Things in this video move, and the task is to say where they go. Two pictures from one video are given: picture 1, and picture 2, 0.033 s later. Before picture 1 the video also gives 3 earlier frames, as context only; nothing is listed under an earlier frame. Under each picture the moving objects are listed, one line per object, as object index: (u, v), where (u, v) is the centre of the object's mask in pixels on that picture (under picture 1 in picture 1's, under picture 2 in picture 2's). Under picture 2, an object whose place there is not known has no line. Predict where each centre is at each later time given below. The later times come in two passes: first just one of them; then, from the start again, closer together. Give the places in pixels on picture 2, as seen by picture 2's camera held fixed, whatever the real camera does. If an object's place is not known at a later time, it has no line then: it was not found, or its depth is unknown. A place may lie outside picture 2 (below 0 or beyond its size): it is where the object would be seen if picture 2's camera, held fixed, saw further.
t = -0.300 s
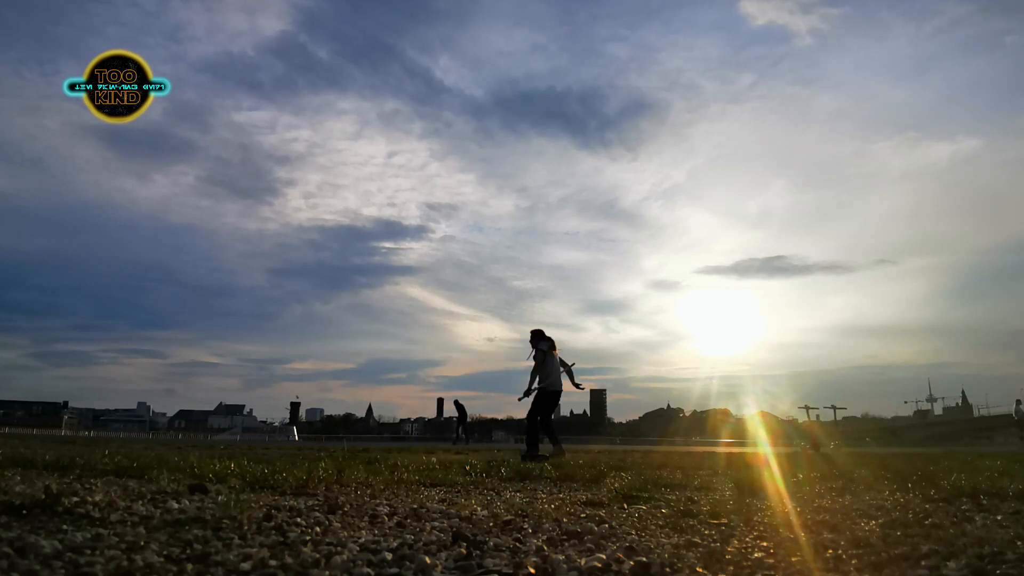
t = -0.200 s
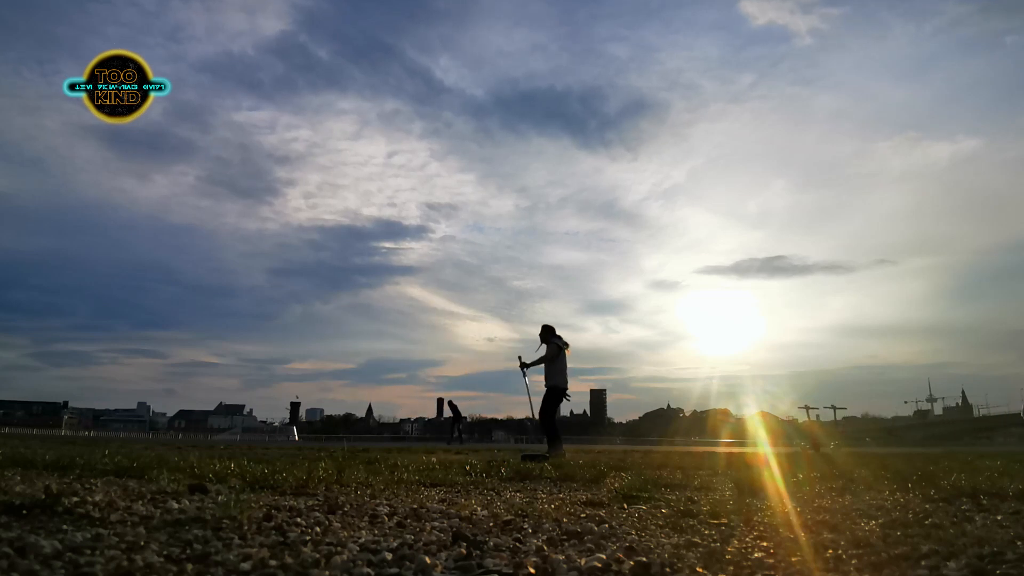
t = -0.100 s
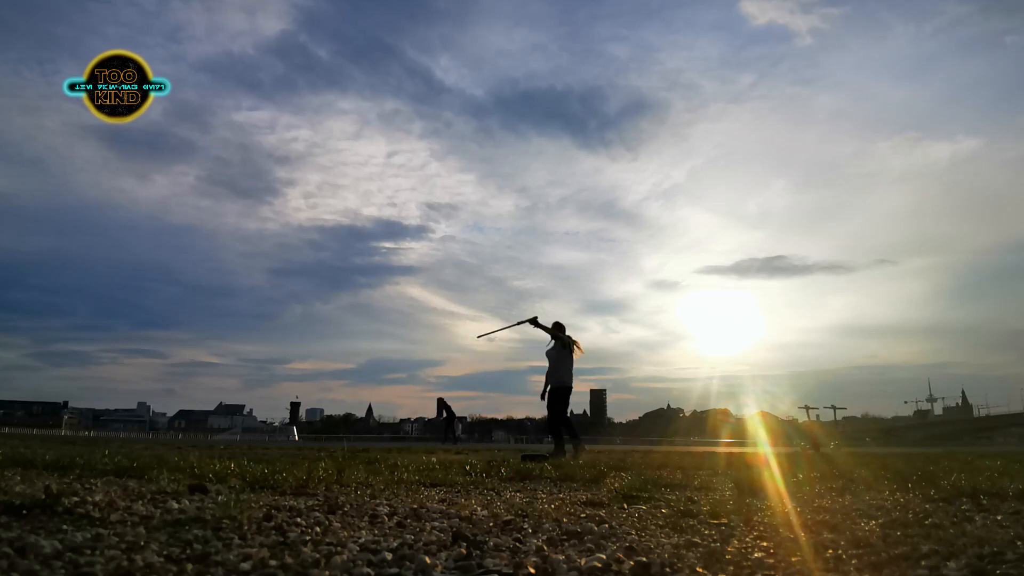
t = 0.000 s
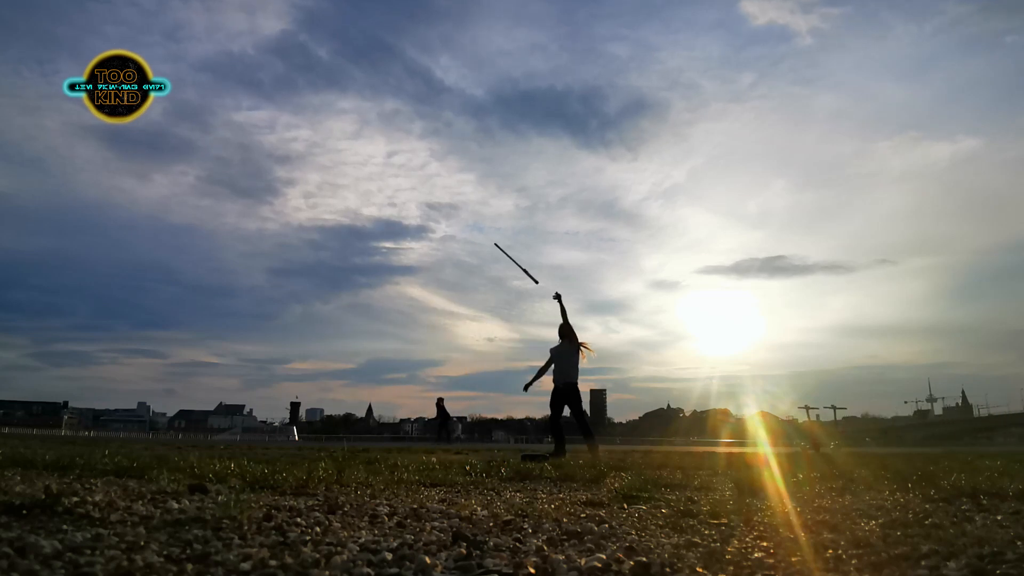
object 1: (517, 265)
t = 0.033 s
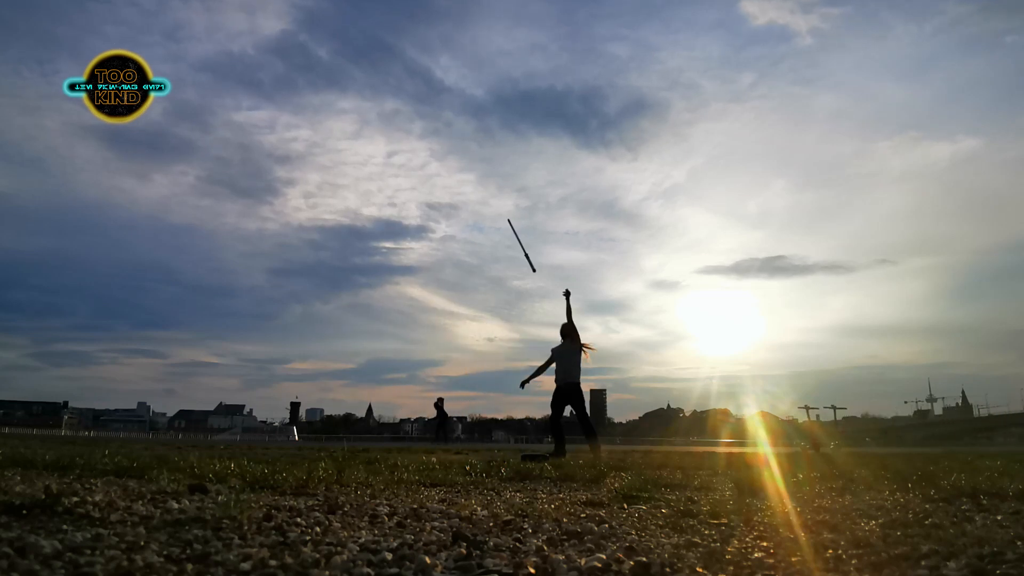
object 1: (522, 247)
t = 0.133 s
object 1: (538, 206)
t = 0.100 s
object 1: (533, 218)
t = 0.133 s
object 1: (538, 206)
